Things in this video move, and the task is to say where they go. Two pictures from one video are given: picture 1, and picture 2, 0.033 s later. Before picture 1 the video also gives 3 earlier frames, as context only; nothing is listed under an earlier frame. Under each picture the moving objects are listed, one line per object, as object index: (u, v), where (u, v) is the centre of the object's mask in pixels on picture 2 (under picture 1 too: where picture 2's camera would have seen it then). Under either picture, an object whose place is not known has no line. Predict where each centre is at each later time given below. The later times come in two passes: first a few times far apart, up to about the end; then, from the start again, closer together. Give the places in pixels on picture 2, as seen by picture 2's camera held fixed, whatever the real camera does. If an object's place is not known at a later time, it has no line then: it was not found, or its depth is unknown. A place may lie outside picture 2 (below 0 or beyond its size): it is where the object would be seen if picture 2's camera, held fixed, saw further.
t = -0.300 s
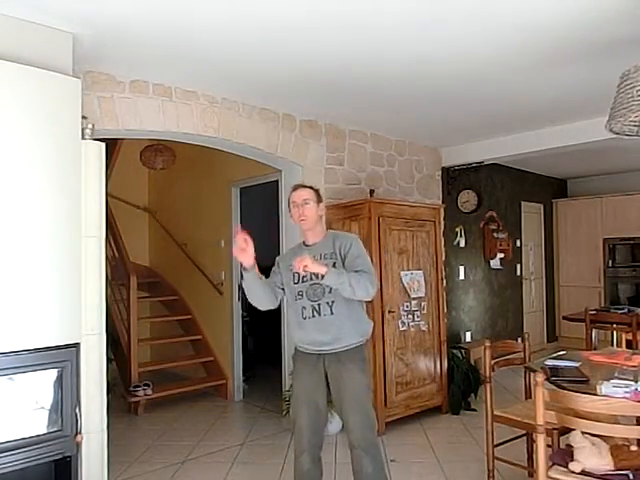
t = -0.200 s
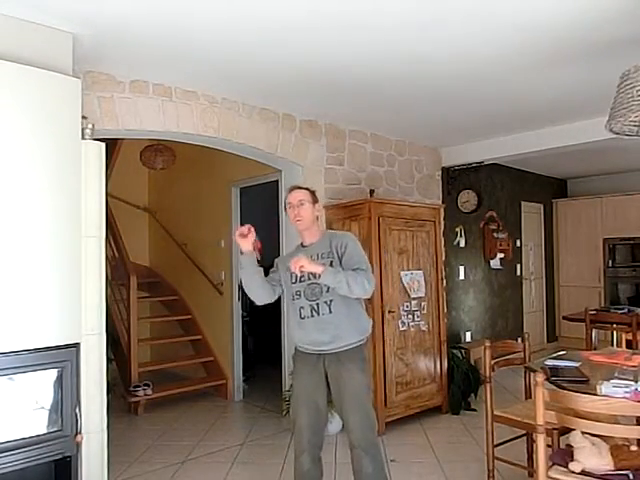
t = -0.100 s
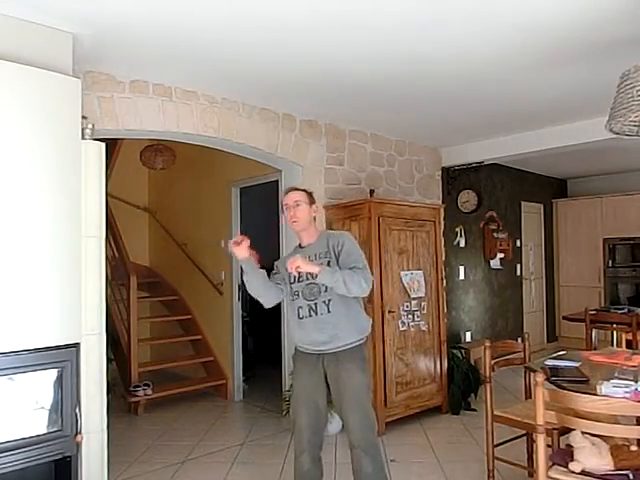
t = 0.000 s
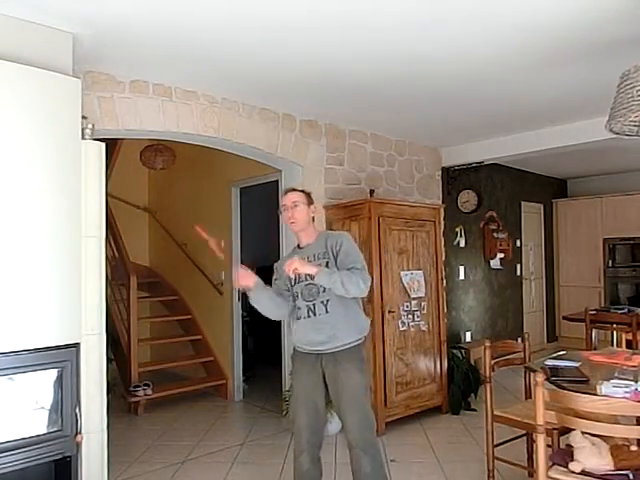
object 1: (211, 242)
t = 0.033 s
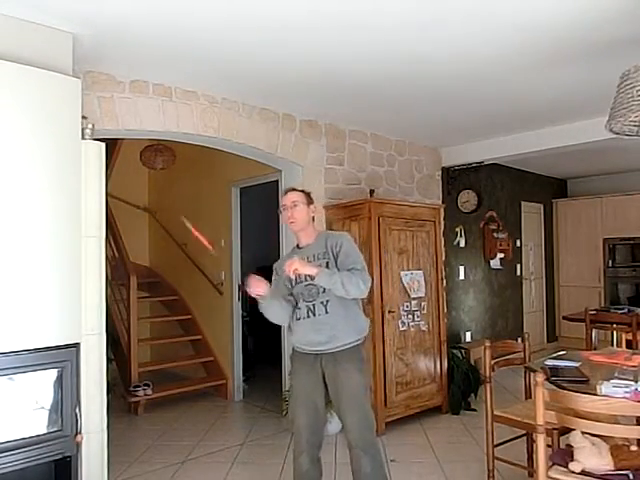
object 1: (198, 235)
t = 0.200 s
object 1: (210, 175)
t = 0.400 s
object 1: (391, 58)
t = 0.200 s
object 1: (210, 175)
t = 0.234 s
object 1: (231, 155)
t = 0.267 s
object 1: (255, 134)
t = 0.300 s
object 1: (284, 113)
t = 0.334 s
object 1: (318, 93)
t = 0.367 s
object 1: (353, 75)
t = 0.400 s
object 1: (391, 58)
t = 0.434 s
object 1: (428, 47)
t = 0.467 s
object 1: (463, 43)
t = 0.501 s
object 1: (496, 35)
